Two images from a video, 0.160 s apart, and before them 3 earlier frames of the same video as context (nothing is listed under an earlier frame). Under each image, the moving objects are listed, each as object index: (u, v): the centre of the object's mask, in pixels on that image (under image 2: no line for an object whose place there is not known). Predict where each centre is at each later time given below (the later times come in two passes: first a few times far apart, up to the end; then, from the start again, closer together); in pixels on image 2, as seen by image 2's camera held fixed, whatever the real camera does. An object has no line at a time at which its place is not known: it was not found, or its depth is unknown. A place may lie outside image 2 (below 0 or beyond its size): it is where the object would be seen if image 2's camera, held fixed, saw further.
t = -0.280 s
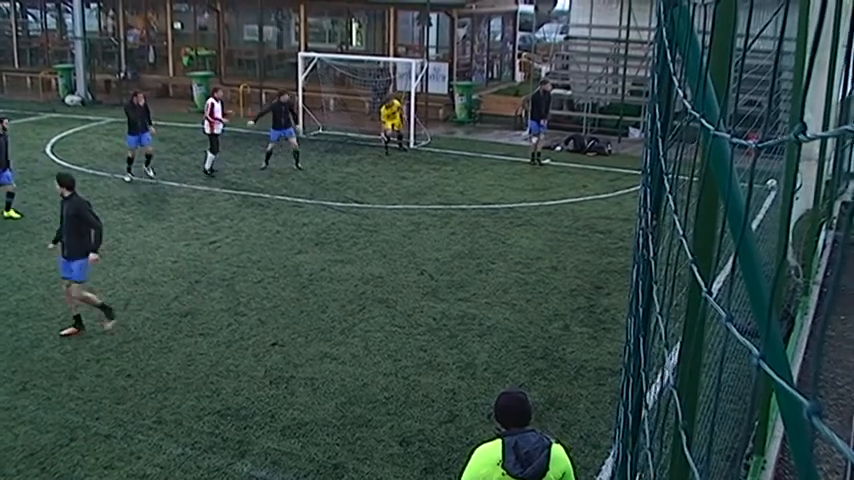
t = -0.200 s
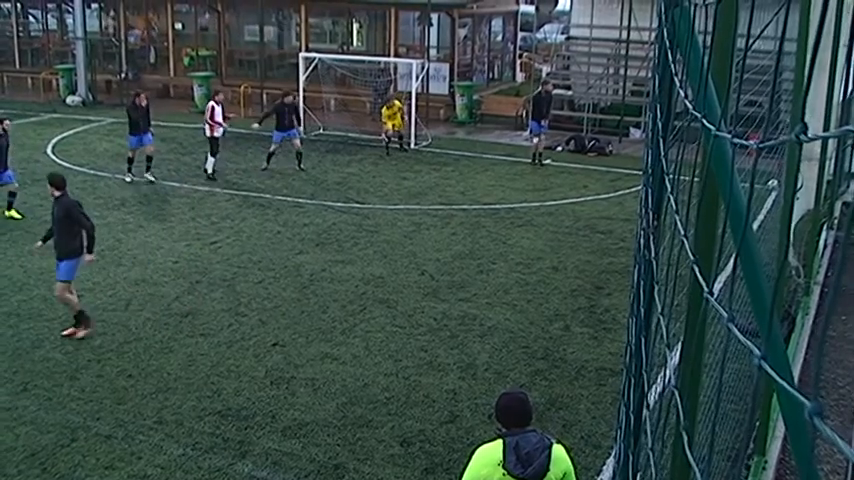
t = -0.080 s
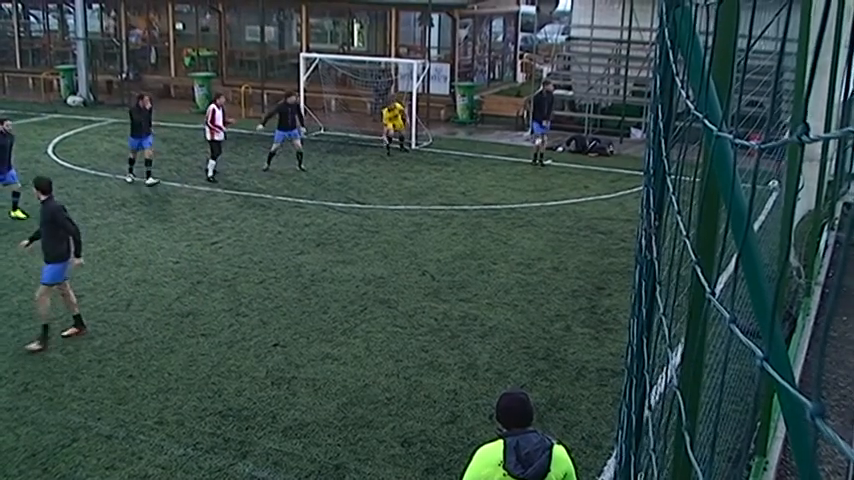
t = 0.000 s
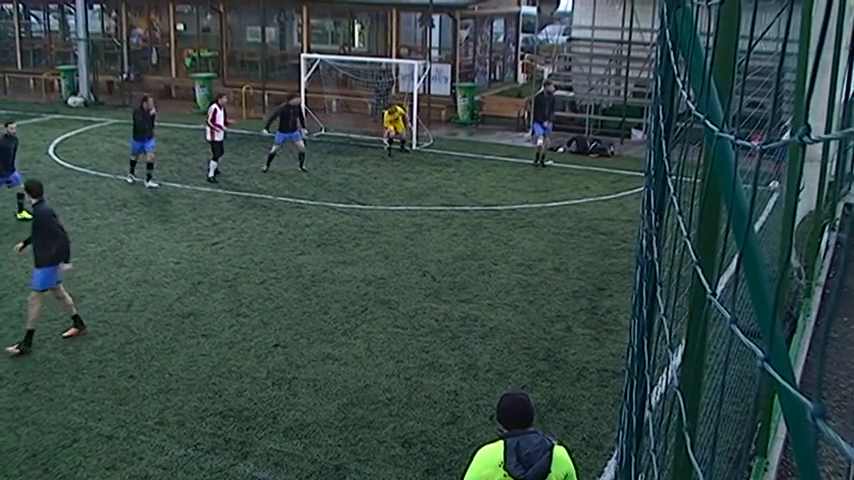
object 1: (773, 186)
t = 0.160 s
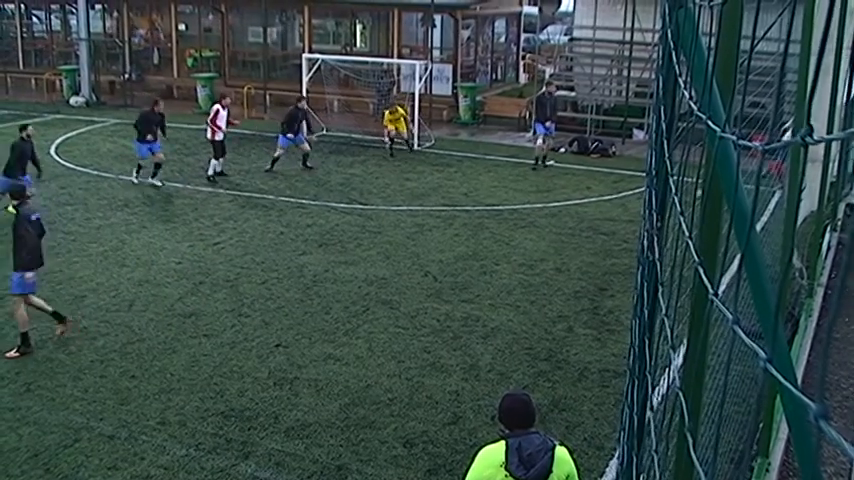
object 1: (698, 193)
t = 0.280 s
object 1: (641, 198)
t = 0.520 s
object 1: (531, 210)
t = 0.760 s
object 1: (417, 224)
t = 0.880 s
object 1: (364, 227)
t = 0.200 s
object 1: (686, 195)
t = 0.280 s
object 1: (641, 198)
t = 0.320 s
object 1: (627, 199)
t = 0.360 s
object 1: (608, 202)
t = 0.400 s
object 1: (588, 204)
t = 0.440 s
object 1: (570, 205)
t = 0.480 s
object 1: (551, 208)
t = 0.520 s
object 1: (531, 210)
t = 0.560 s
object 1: (511, 212)
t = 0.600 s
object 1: (493, 213)
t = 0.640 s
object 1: (474, 214)
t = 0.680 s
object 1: (455, 216)
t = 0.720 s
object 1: (436, 221)
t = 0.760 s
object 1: (417, 224)
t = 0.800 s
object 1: (399, 223)
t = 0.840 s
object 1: (382, 224)
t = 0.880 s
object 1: (364, 227)
